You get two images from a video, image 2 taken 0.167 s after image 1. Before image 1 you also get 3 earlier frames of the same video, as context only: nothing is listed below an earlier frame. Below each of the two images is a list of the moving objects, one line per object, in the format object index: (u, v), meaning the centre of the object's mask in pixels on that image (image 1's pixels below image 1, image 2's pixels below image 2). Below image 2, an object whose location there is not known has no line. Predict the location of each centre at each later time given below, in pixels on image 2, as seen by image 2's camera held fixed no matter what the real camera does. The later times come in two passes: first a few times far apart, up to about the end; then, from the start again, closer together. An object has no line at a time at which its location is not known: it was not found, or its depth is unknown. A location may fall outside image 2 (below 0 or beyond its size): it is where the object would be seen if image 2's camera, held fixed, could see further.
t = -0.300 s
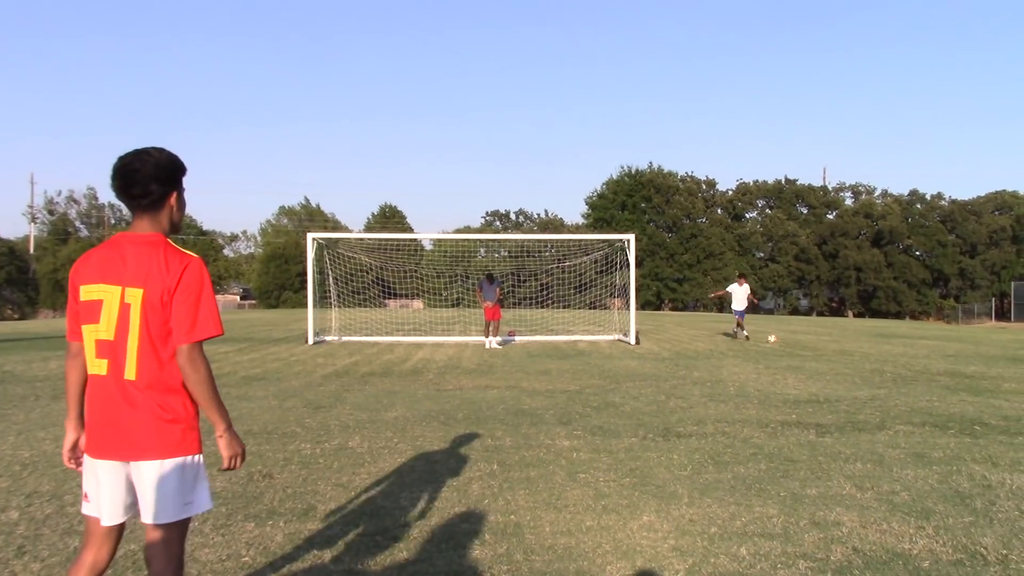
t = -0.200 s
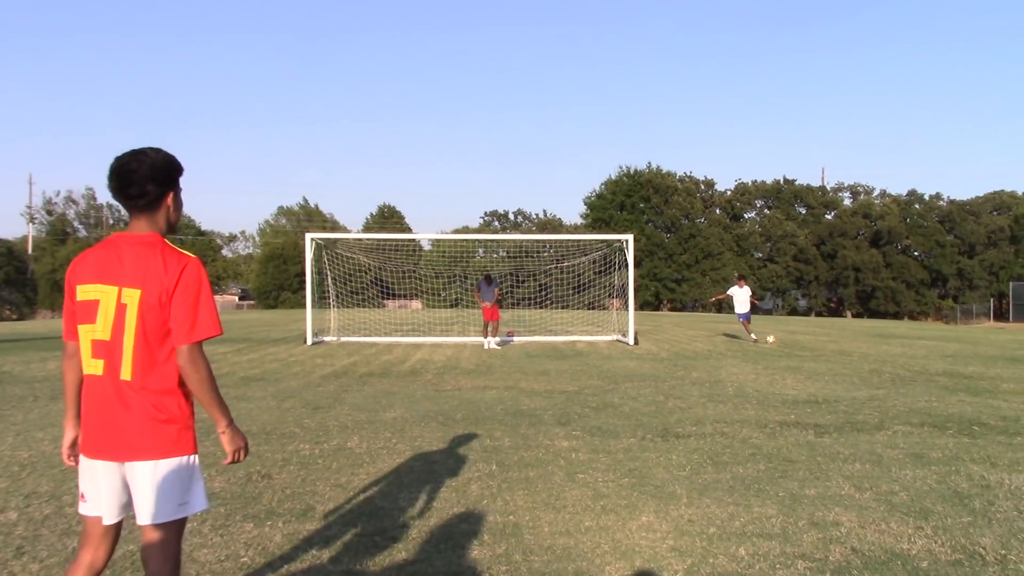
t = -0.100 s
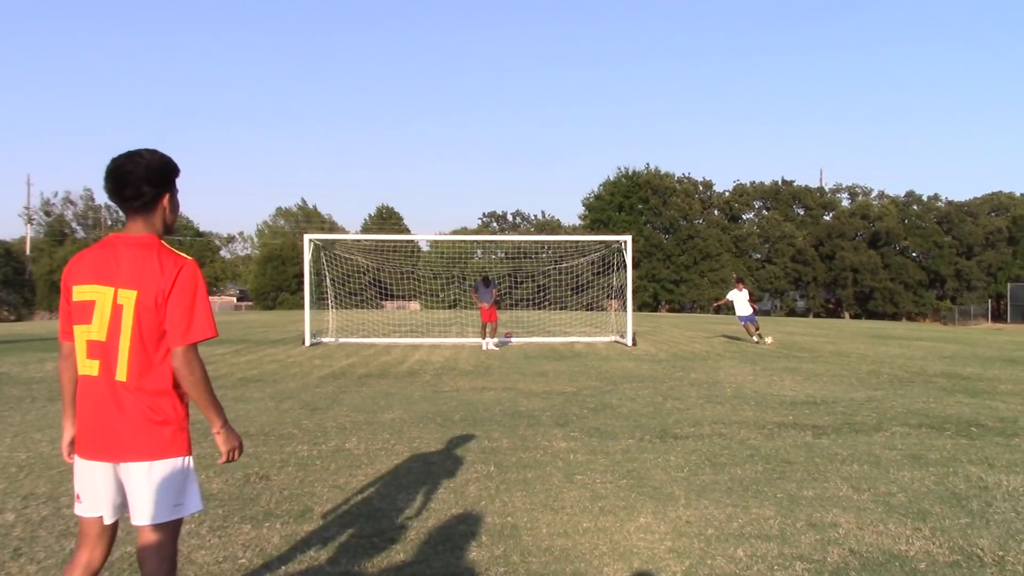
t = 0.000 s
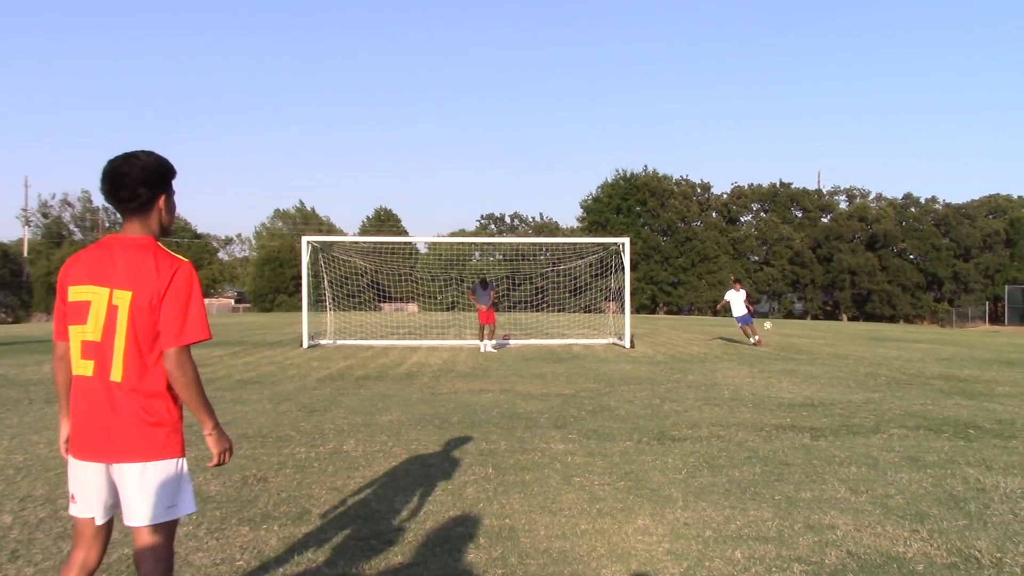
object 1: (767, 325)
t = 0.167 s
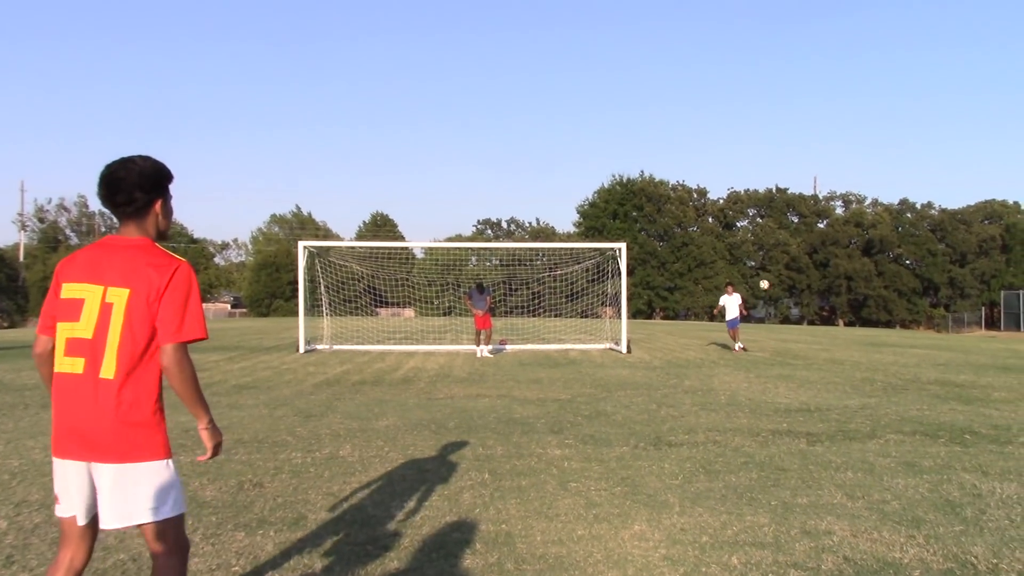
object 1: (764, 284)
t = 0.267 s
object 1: (762, 257)
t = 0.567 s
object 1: (751, 176)
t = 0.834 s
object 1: (731, 112)
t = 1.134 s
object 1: (690, 65)
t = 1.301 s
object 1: (653, 57)
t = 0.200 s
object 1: (764, 275)
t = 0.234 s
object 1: (763, 266)
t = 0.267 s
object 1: (762, 257)
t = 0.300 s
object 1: (762, 248)
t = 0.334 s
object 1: (761, 238)
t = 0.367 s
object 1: (760, 229)
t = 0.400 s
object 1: (759, 220)
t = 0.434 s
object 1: (758, 210)
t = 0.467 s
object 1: (756, 202)
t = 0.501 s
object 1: (754, 193)
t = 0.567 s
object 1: (751, 176)
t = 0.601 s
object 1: (749, 167)
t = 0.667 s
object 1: (745, 151)
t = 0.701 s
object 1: (743, 143)
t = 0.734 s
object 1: (740, 135)
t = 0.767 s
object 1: (737, 127)
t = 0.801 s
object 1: (734, 120)
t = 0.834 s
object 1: (731, 112)
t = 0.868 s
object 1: (728, 106)
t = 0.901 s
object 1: (724, 99)
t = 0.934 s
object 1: (720, 93)
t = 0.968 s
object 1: (716, 87)
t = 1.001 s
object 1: (711, 82)
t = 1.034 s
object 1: (707, 77)
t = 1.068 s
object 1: (701, 72)
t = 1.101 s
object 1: (695, 68)
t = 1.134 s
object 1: (690, 65)
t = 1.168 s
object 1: (683, 62)
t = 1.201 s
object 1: (676, 59)
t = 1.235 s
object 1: (669, 58)
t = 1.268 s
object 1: (661, 57)
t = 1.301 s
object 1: (653, 57)
